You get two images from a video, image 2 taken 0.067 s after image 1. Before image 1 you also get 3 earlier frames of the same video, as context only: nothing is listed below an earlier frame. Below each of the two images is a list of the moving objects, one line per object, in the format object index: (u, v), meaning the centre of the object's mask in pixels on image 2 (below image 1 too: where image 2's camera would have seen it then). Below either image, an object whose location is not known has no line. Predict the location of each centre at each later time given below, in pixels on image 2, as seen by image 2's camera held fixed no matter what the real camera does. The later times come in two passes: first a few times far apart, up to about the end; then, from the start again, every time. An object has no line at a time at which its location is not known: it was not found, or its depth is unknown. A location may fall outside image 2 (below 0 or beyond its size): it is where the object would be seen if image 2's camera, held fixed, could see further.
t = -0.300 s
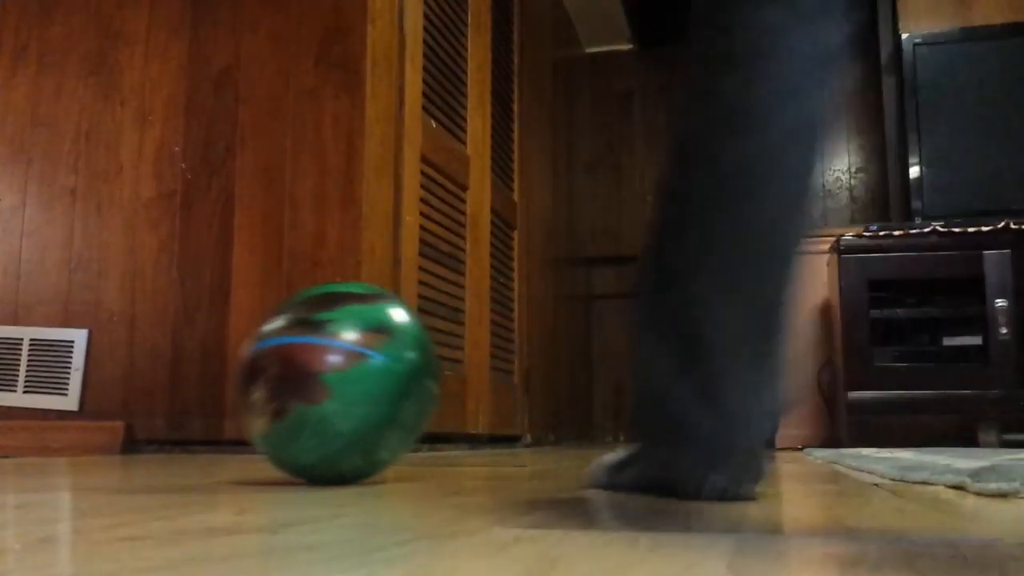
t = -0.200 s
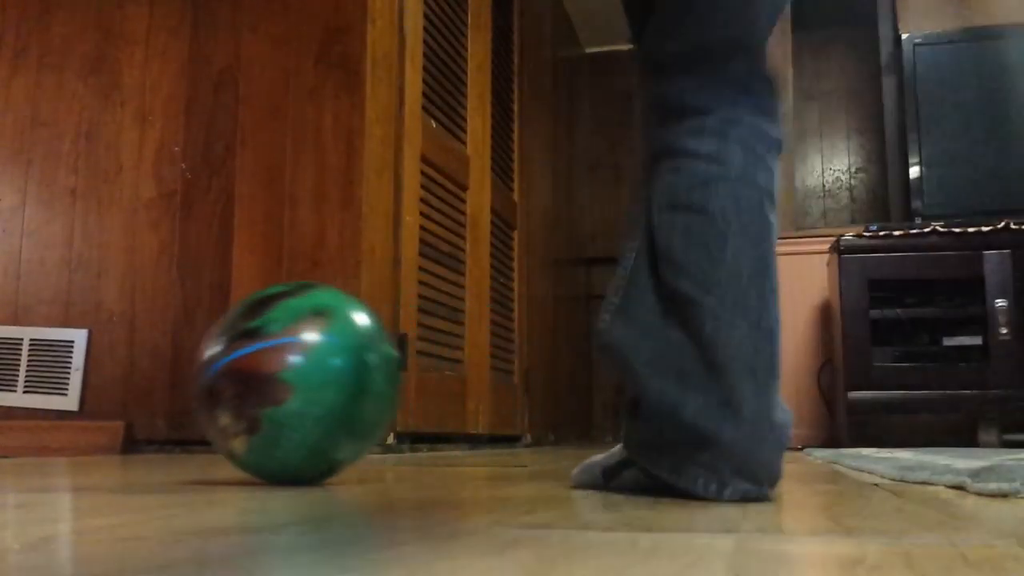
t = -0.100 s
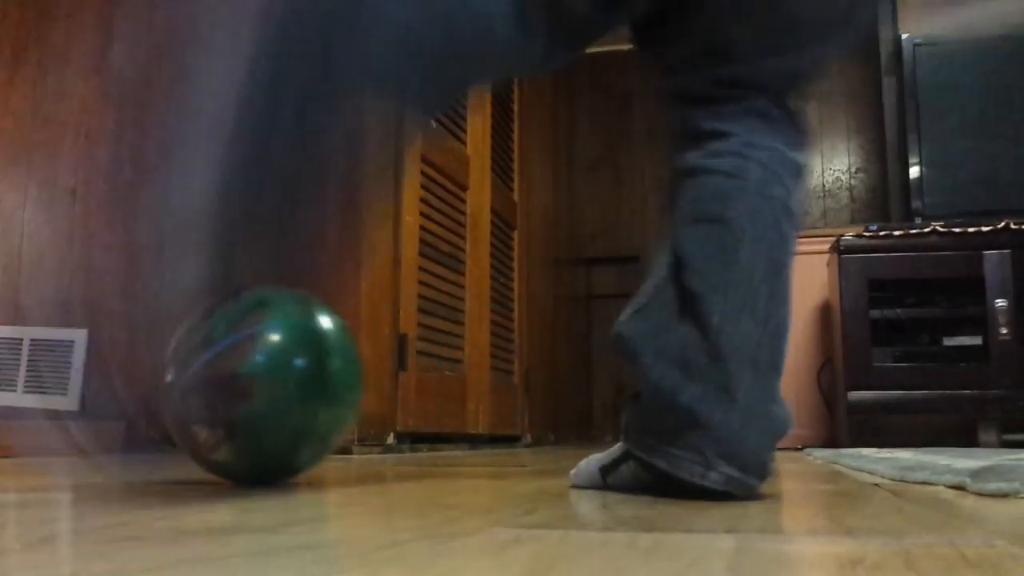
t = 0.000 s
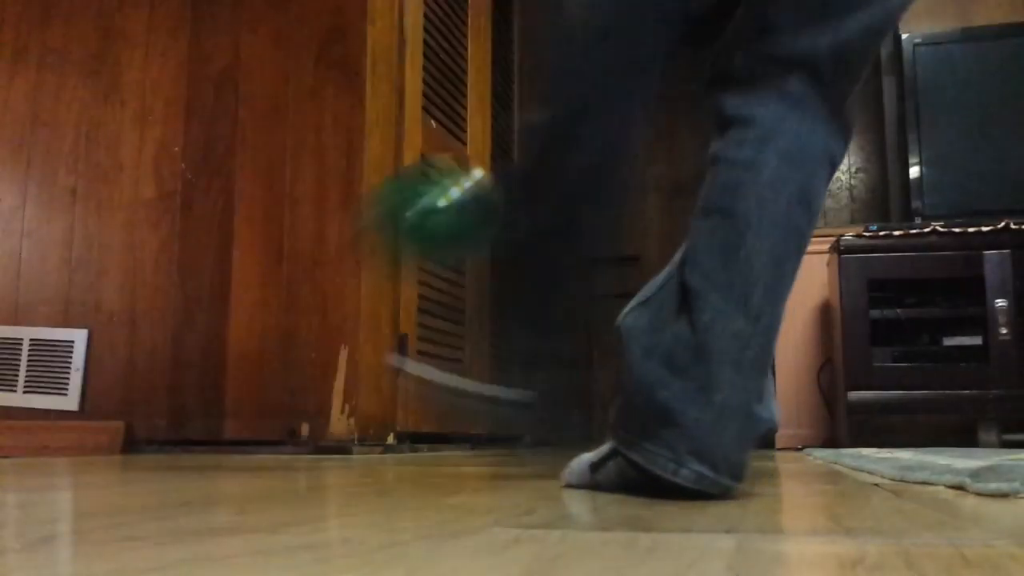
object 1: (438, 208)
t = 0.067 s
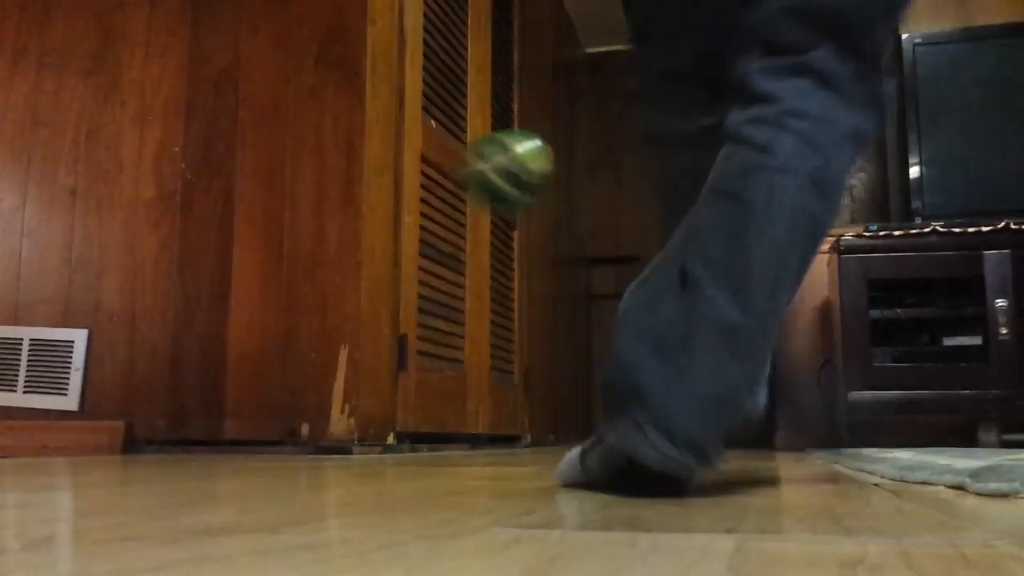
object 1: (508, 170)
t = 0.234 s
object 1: (588, 172)
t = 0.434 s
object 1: (623, 241)
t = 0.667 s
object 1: (600, 358)
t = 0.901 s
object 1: (553, 314)
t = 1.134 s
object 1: (495, 248)
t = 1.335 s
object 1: (427, 328)
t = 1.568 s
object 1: (366, 324)
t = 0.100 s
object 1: (531, 162)
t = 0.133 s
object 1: (552, 161)
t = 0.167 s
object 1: (566, 163)
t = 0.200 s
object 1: (578, 166)
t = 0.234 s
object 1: (588, 172)
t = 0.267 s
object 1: (595, 180)
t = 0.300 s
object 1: (602, 189)
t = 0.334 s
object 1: (609, 199)
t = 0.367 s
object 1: (615, 213)
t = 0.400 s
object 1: (618, 224)
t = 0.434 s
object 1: (623, 241)
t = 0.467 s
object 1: (626, 253)
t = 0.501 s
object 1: (623, 260)
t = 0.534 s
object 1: (619, 274)
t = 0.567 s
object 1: (615, 285)
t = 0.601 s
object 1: (609, 304)
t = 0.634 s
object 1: (605, 327)
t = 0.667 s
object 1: (600, 358)
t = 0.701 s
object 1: (594, 396)
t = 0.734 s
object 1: (585, 423)
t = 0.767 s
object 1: (579, 400)
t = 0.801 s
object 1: (572, 379)
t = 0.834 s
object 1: (565, 355)
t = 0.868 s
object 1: (561, 334)
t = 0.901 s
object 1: (553, 314)
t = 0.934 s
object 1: (544, 298)
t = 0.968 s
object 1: (538, 285)
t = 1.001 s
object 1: (530, 271)
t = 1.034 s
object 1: (520, 261)
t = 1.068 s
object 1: (513, 254)
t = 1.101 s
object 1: (505, 248)
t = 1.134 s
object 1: (495, 248)
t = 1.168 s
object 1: (485, 251)
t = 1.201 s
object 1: (474, 257)
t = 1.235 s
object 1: (464, 267)
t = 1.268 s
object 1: (446, 285)
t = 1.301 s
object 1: (437, 303)
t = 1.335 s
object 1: (427, 328)
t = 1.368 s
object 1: (424, 353)
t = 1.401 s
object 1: (414, 384)
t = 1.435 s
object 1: (405, 414)
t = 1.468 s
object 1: (396, 391)
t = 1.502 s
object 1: (387, 365)
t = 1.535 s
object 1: (377, 342)
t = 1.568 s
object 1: (366, 324)
